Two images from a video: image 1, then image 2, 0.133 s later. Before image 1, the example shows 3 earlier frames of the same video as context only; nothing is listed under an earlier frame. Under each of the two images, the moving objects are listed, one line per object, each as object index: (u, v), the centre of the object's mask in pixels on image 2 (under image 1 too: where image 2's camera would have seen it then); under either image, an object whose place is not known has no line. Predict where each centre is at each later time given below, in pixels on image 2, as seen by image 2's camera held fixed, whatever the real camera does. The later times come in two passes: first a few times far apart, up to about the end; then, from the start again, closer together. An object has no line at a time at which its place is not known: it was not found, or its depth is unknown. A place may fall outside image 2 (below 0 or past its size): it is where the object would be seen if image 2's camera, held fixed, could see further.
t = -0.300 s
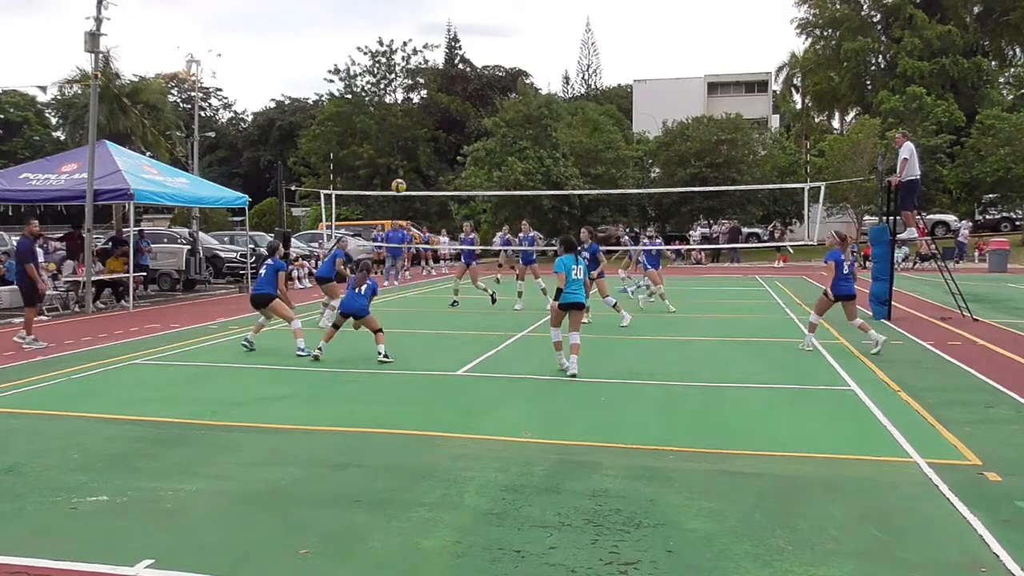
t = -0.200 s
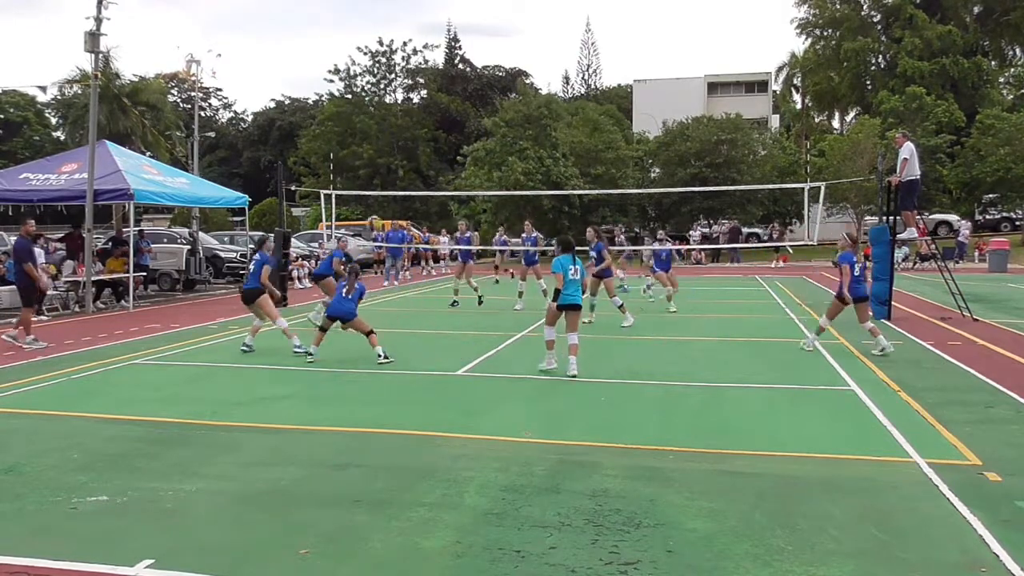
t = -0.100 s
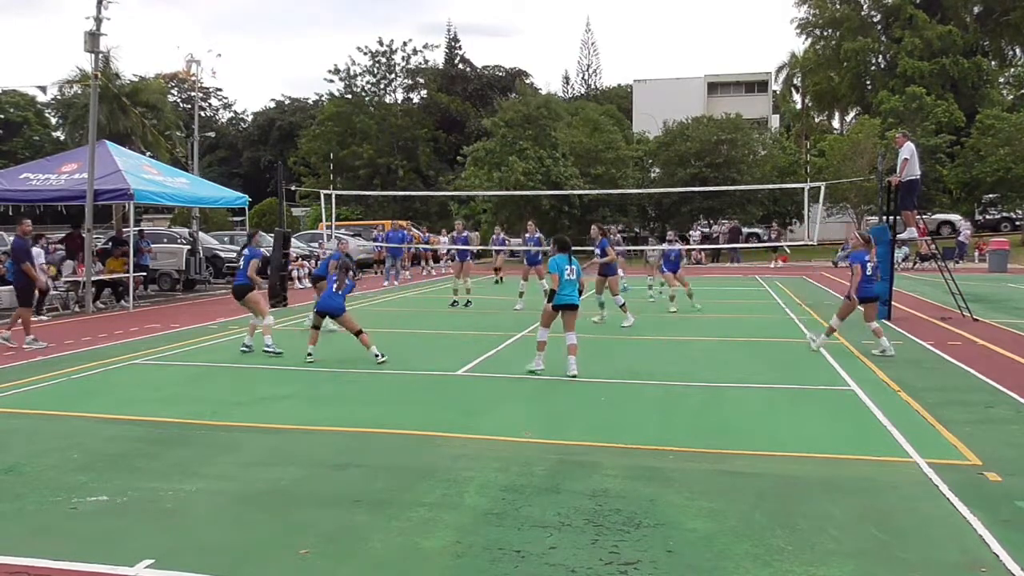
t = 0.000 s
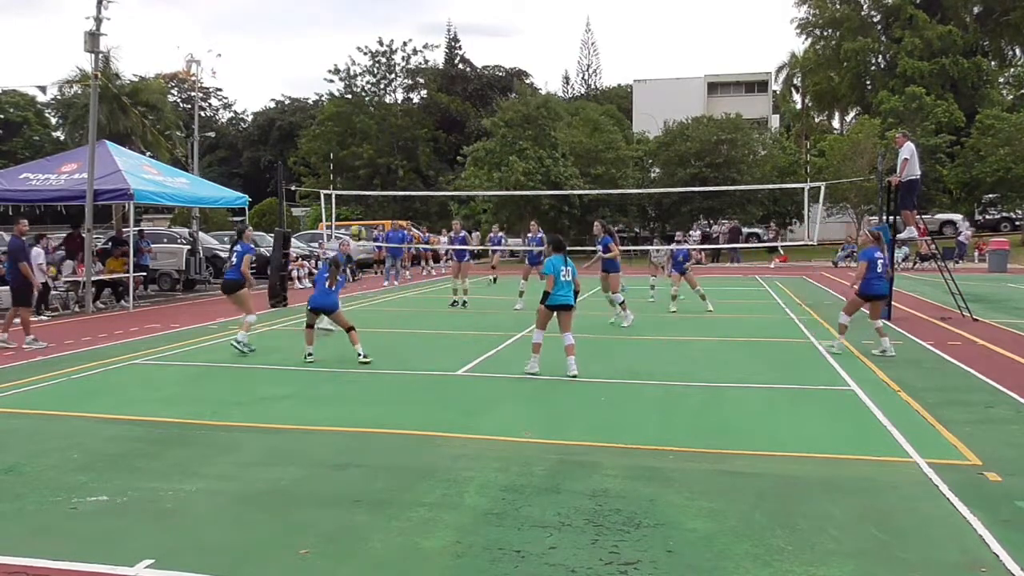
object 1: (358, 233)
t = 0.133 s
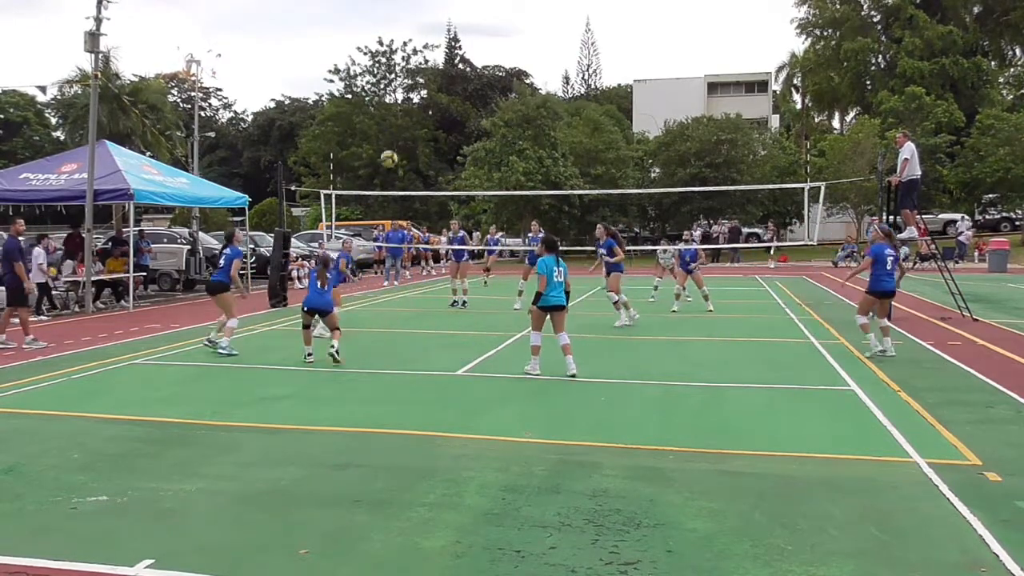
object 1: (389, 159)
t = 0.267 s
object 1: (421, 100)
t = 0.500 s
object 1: (476, 34)
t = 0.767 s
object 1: (536, 11)
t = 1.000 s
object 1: (585, 32)
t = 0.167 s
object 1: (397, 143)
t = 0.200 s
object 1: (404, 127)
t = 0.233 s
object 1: (413, 112)
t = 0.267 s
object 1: (421, 100)
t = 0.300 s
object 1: (428, 87)
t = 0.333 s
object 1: (436, 75)
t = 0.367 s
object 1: (443, 68)
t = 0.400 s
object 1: (454, 57)
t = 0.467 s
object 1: (468, 41)
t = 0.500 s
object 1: (476, 34)
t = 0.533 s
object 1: (483, 28)
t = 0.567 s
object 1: (491, 23)
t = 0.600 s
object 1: (498, 19)
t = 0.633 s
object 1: (506, 16)
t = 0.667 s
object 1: (513, 13)
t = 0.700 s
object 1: (521, 12)
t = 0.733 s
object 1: (528, 11)
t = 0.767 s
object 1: (536, 11)
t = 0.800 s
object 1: (543, 12)
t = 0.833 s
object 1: (550, 13)
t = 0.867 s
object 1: (557, 15)
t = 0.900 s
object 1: (564, 18)
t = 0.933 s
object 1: (571, 22)
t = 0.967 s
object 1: (579, 27)
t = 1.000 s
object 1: (585, 32)
